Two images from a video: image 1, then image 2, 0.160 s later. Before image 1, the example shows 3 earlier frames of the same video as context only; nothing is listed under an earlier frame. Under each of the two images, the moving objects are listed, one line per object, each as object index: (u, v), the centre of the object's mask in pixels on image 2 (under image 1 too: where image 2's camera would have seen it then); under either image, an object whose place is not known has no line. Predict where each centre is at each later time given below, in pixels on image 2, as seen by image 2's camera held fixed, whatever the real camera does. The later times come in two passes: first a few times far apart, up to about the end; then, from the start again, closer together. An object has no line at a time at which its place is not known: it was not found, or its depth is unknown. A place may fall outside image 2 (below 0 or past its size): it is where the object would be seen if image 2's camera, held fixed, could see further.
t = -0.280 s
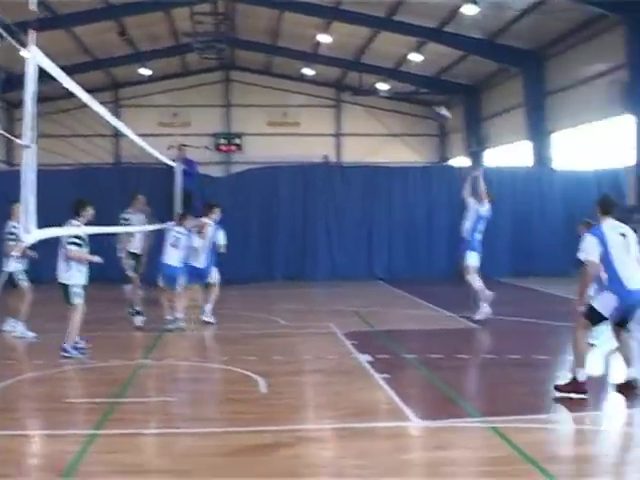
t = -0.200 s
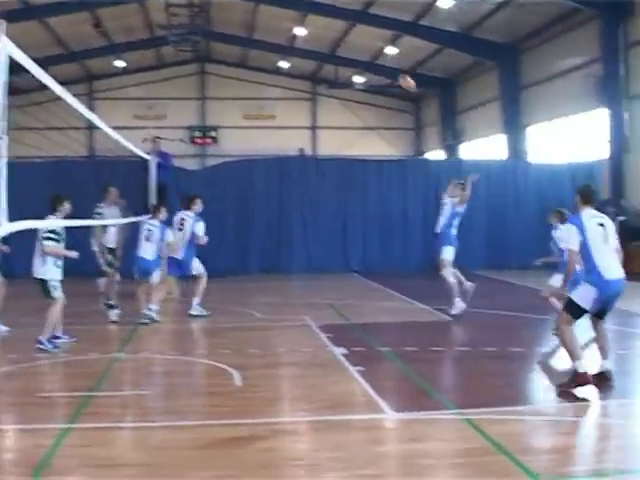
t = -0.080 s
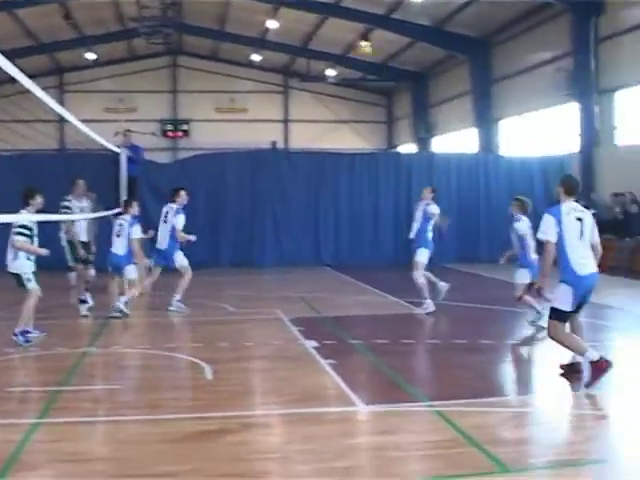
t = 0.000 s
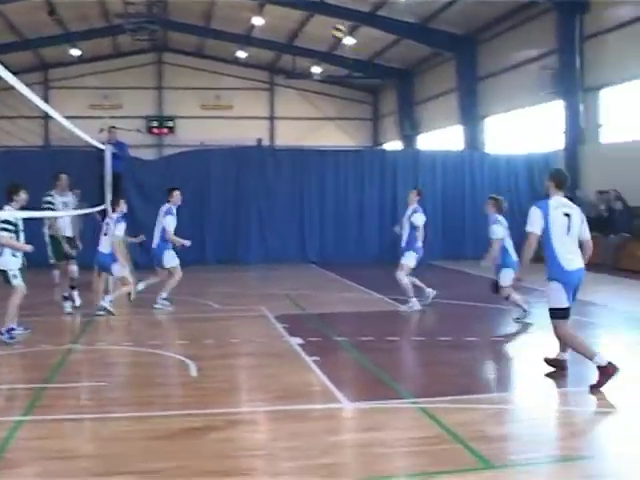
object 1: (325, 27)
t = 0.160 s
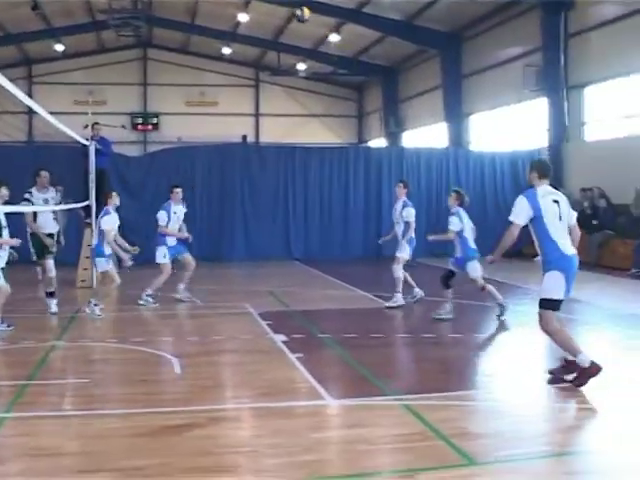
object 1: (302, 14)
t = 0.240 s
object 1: (291, 14)
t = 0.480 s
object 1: (259, 45)
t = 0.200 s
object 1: (297, 14)
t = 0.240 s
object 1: (291, 14)
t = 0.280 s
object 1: (287, 16)
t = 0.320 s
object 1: (281, 19)
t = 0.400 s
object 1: (270, 29)
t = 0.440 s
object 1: (264, 37)
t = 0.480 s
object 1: (259, 45)
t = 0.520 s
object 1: (254, 55)
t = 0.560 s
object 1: (247, 66)
